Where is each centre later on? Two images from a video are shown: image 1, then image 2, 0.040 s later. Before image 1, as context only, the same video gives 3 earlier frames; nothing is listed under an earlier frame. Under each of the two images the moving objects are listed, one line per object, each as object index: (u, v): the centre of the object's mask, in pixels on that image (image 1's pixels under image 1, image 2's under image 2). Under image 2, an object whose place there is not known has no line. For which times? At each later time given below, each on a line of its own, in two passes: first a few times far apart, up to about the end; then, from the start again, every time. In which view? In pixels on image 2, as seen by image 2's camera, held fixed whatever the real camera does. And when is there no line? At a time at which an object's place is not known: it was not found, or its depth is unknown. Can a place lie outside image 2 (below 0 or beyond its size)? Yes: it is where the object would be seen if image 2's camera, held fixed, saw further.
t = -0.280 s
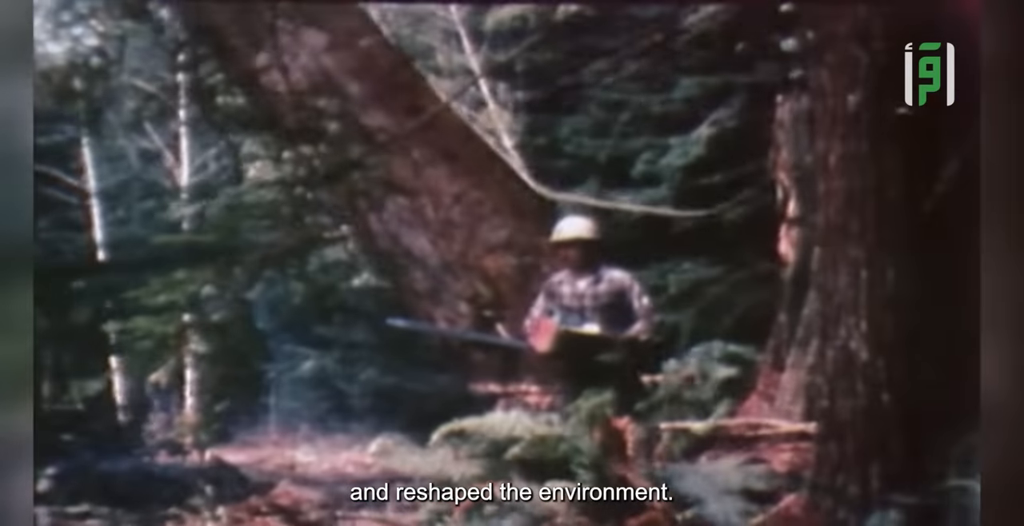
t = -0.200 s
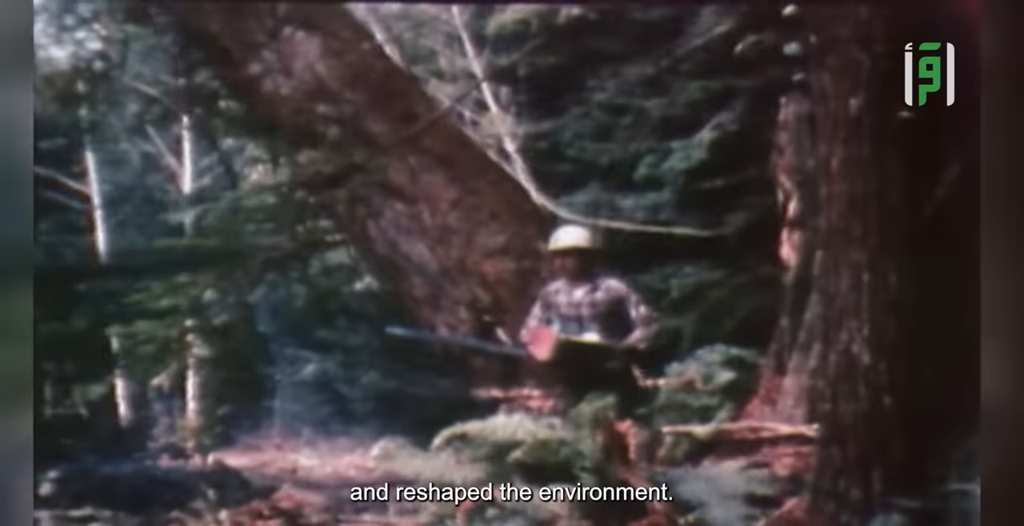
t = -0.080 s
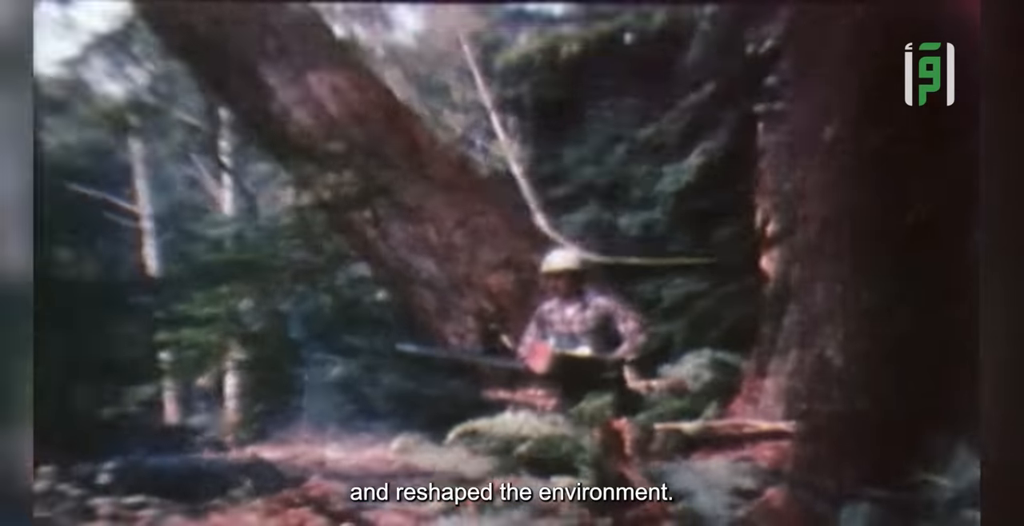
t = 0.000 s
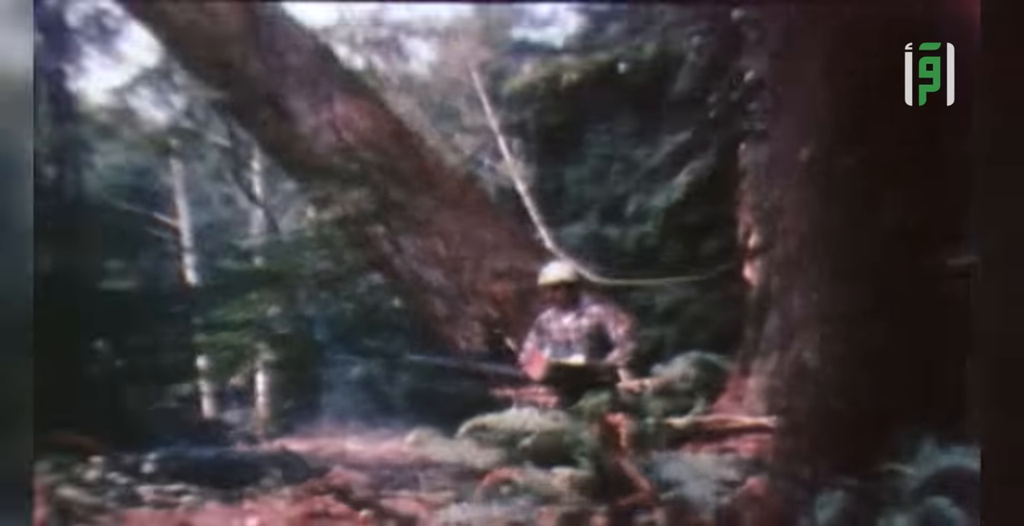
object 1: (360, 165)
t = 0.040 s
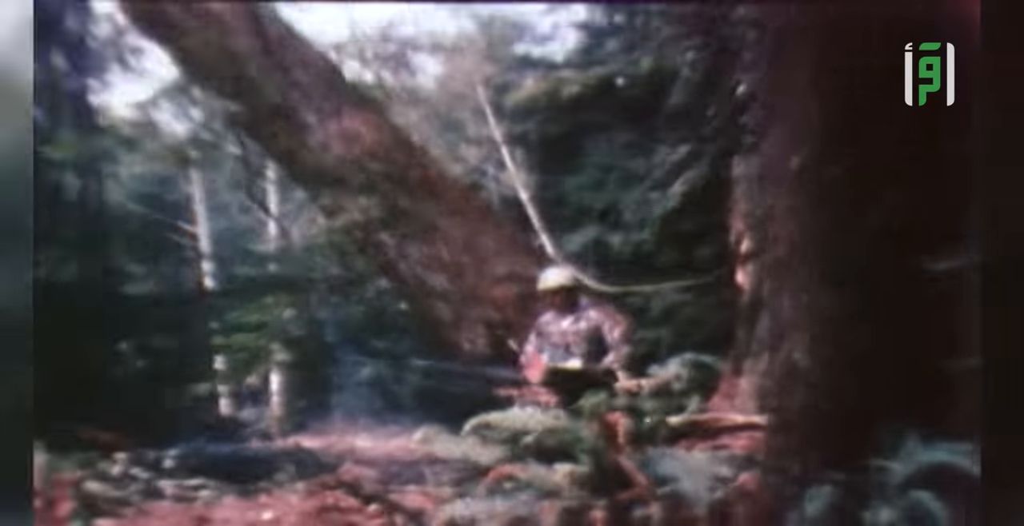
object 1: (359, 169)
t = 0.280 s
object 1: (308, 155)
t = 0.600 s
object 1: (249, 159)
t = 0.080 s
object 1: (346, 161)
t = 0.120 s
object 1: (335, 157)
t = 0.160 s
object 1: (327, 156)
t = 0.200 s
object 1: (319, 154)
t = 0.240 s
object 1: (313, 155)
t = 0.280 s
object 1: (308, 155)
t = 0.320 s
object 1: (302, 156)
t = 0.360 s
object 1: (296, 156)
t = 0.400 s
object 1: (281, 151)
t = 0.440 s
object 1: (269, 149)
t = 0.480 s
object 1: (263, 151)
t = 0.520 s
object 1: (259, 155)
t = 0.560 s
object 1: (253, 157)
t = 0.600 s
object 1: (249, 159)
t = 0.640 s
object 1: (240, 160)
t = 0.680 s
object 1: (234, 163)
